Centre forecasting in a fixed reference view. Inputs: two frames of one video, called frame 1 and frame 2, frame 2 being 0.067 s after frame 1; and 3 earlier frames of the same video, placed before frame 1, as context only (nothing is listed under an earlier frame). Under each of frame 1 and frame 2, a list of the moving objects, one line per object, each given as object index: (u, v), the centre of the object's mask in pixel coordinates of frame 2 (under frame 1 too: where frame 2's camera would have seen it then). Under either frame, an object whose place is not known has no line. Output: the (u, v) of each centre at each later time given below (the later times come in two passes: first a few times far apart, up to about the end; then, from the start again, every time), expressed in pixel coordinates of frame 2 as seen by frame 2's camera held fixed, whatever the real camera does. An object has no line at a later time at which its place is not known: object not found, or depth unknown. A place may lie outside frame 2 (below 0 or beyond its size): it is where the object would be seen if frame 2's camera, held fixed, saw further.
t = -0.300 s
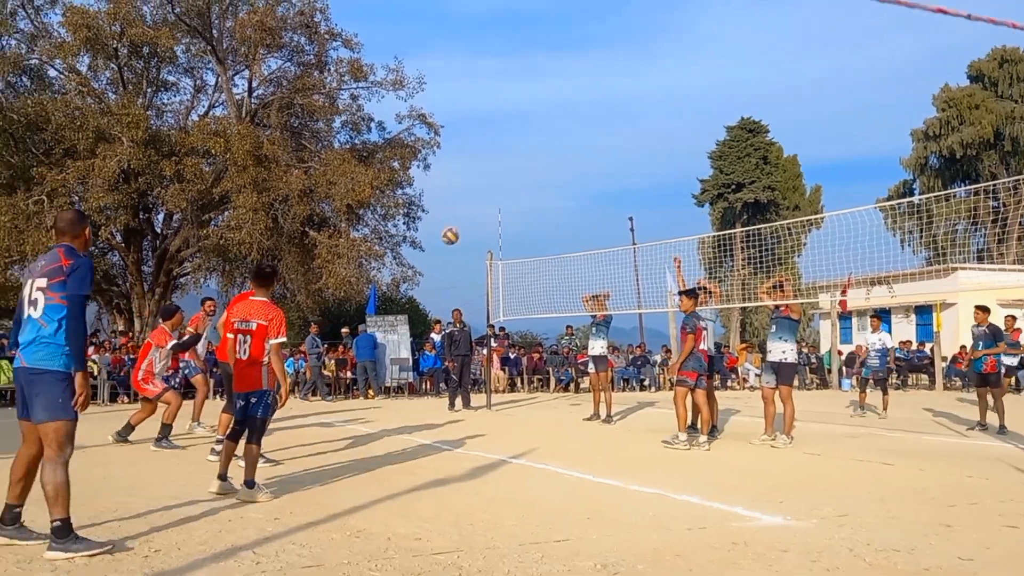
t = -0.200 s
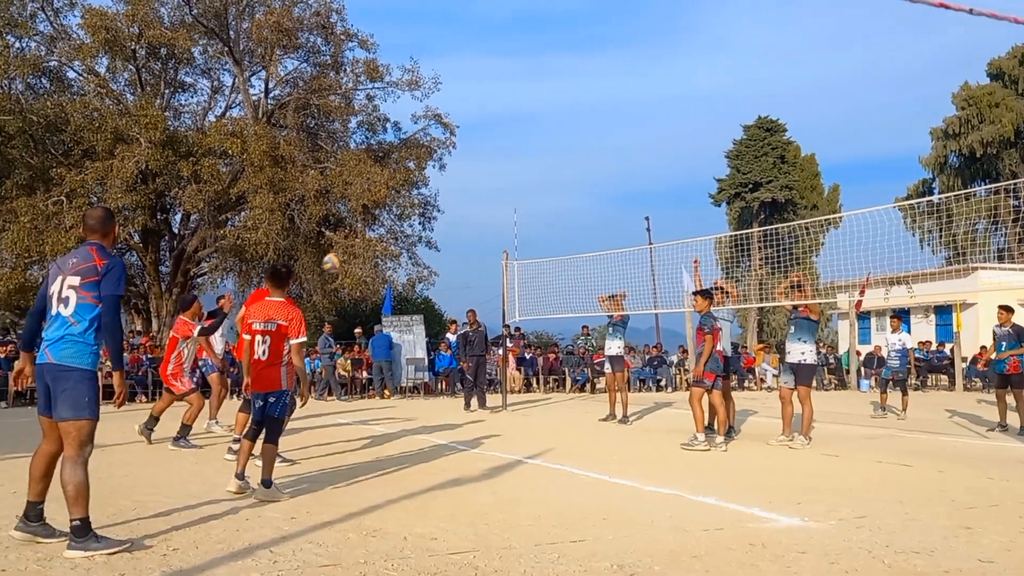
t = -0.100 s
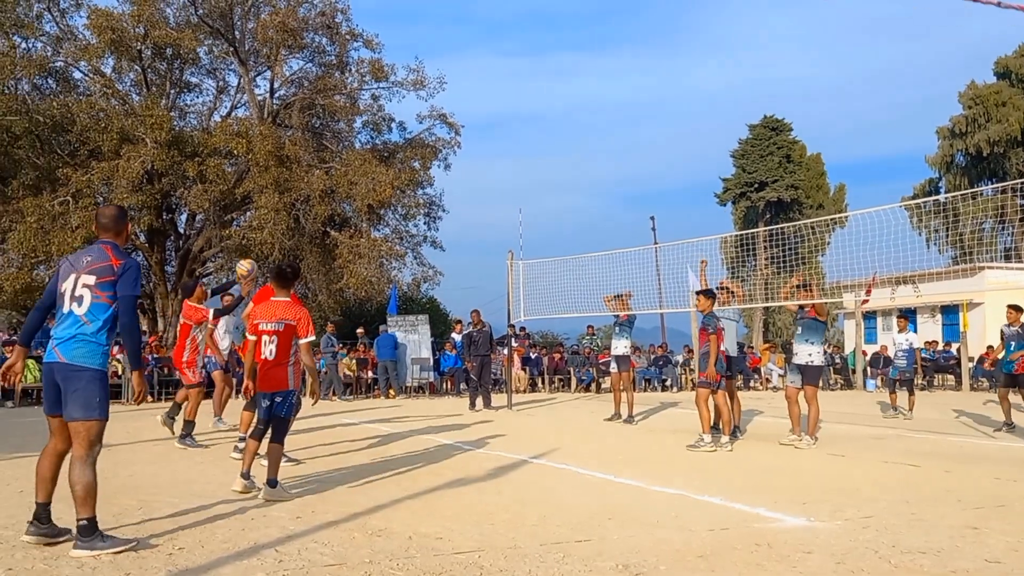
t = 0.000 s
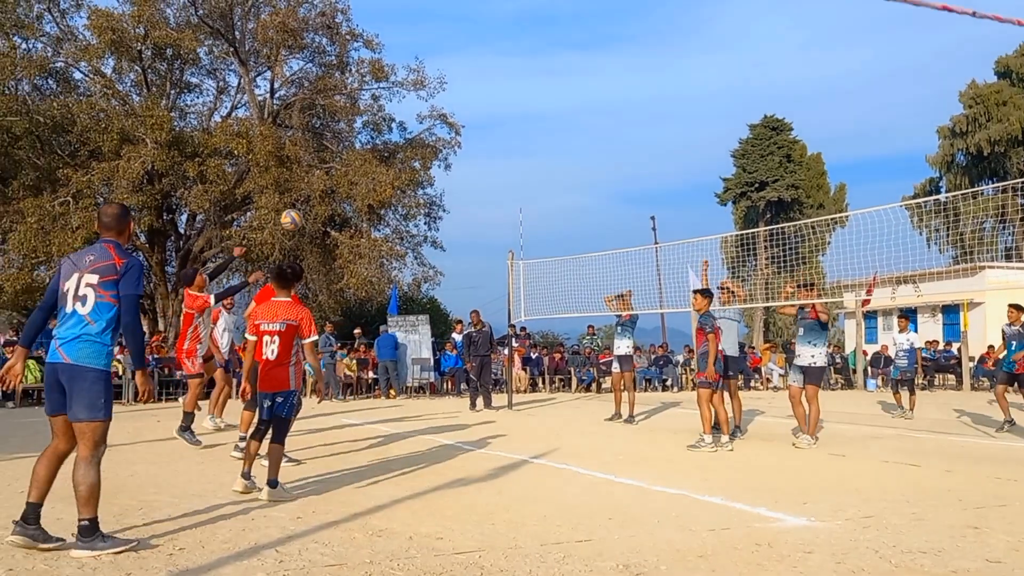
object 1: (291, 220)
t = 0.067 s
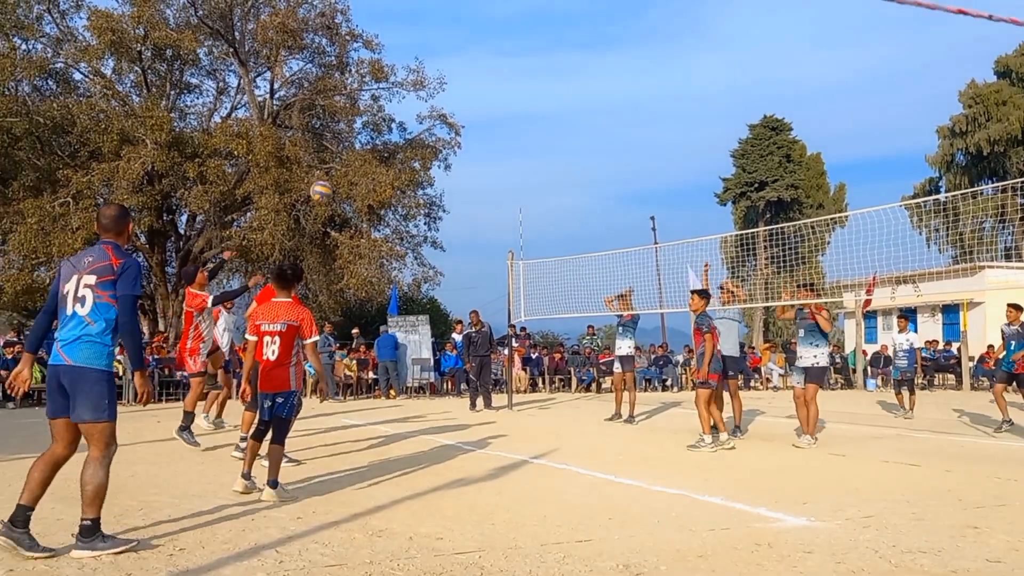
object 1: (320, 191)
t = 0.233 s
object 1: (395, 137)
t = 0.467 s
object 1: (506, 107)
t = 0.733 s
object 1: (642, 142)
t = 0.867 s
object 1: (715, 192)
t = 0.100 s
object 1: (335, 178)
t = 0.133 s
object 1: (350, 166)
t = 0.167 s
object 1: (365, 154)
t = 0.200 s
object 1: (381, 147)
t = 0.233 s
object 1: (395, 137)
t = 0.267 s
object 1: (411, 129)
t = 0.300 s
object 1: (427, 123)
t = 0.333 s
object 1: (442, 118)
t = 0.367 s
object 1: (458, 114)
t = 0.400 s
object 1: (474, 111)
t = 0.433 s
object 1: (490, 108)
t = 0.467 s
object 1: (506, 107)
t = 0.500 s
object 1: (522, 107)
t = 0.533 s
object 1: (539, 109)
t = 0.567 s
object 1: (555, 111)
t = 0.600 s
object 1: (572, 115)
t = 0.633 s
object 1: (589, 120)
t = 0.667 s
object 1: (607, 126)
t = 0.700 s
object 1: (624, 133)
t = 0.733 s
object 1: (642, 142)
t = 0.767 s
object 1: (660, 153)
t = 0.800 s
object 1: (677, 164)
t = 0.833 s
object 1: (696, 177)
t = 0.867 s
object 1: (715, 192)
